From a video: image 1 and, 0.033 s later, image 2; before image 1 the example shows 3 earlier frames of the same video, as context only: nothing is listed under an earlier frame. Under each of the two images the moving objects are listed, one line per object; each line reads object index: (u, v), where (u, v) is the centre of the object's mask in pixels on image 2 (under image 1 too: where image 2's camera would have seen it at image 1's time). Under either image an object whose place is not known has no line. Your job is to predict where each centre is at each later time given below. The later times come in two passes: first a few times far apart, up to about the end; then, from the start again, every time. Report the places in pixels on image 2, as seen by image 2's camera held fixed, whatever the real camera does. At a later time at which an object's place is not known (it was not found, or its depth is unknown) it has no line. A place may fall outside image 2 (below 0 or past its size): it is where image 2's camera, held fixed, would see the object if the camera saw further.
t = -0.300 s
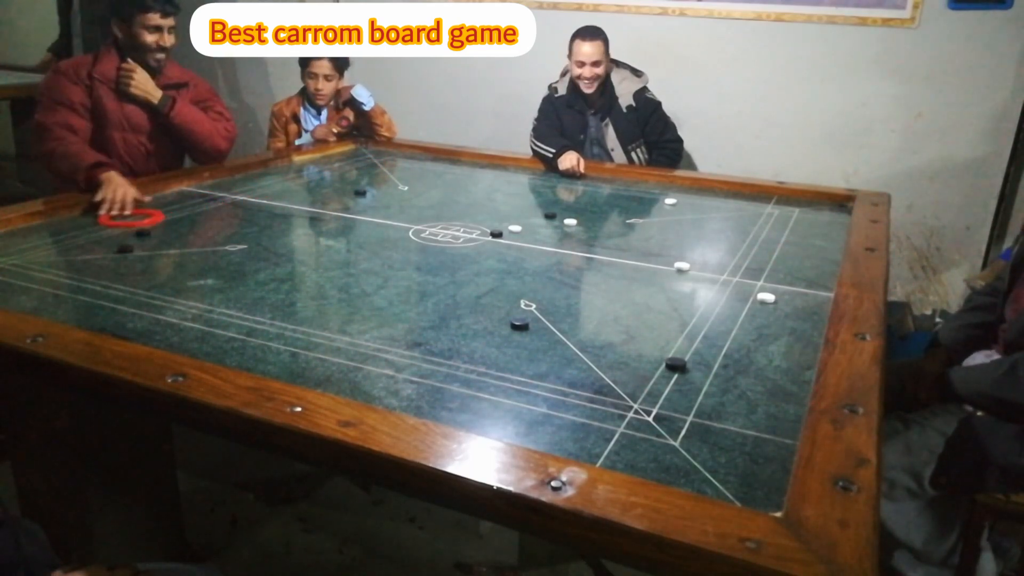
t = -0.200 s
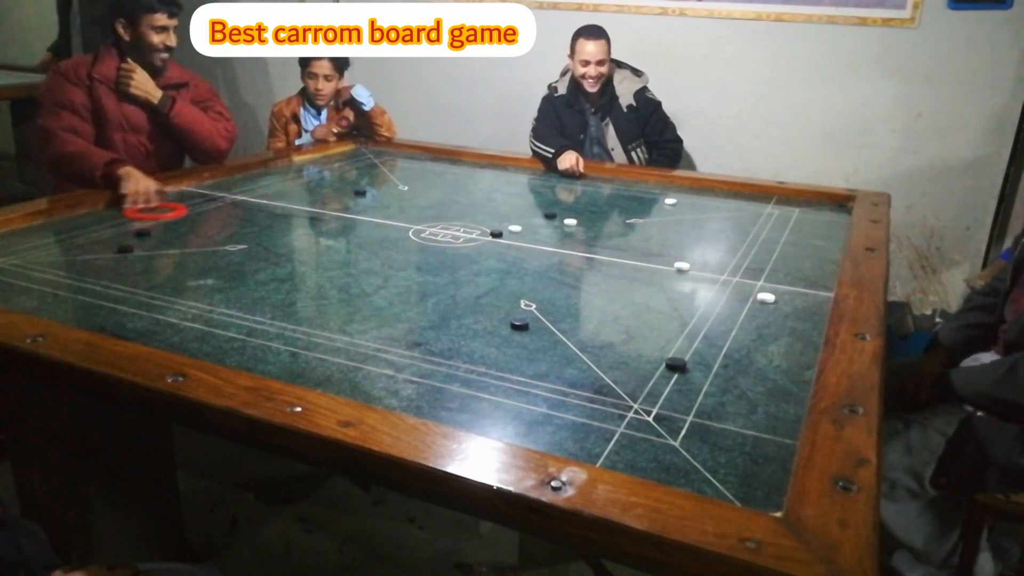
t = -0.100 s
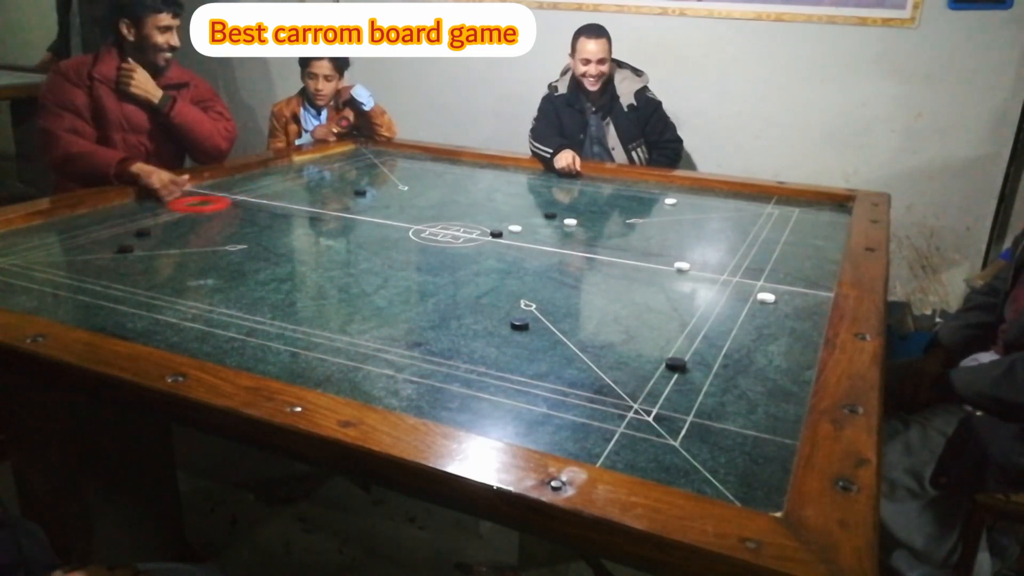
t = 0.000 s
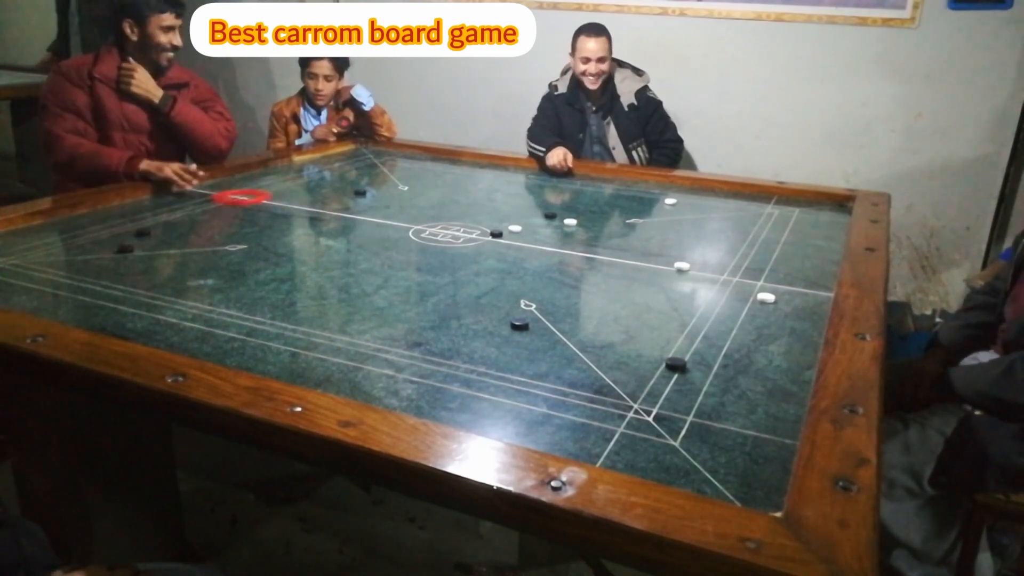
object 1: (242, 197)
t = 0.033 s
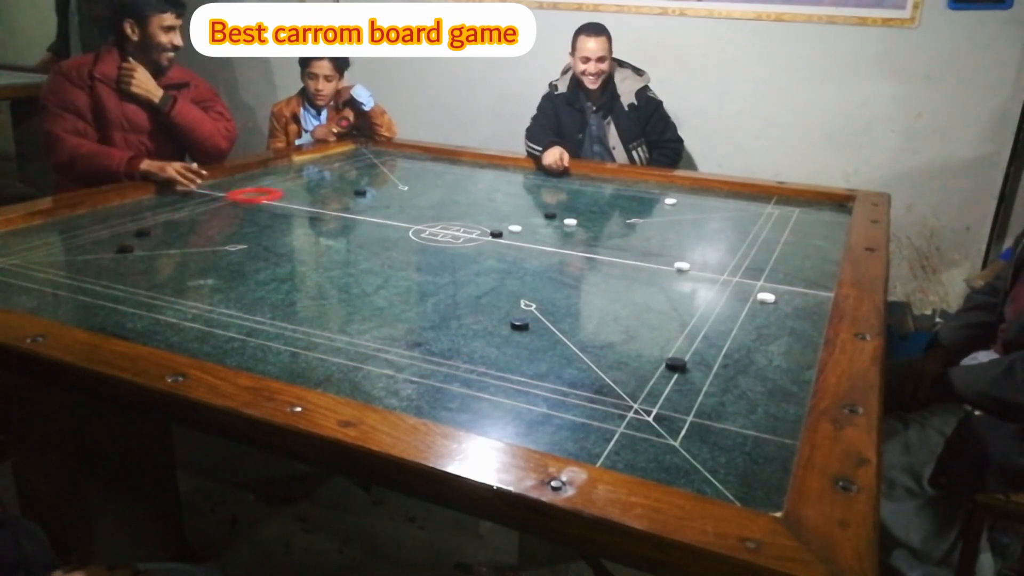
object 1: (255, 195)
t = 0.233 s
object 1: (328, 183)
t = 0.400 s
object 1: (379, 174)
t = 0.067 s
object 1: (268, 193)
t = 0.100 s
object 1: (280, 191)
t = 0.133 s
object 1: (293, 189)
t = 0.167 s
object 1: (304, 187)
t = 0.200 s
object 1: (317, 185)
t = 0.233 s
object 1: (328, 183)
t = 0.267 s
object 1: (339, 181)
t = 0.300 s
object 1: (349, 180)
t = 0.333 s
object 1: (360, 178)
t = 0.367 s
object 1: (369, 177)
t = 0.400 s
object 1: (379, 174)
